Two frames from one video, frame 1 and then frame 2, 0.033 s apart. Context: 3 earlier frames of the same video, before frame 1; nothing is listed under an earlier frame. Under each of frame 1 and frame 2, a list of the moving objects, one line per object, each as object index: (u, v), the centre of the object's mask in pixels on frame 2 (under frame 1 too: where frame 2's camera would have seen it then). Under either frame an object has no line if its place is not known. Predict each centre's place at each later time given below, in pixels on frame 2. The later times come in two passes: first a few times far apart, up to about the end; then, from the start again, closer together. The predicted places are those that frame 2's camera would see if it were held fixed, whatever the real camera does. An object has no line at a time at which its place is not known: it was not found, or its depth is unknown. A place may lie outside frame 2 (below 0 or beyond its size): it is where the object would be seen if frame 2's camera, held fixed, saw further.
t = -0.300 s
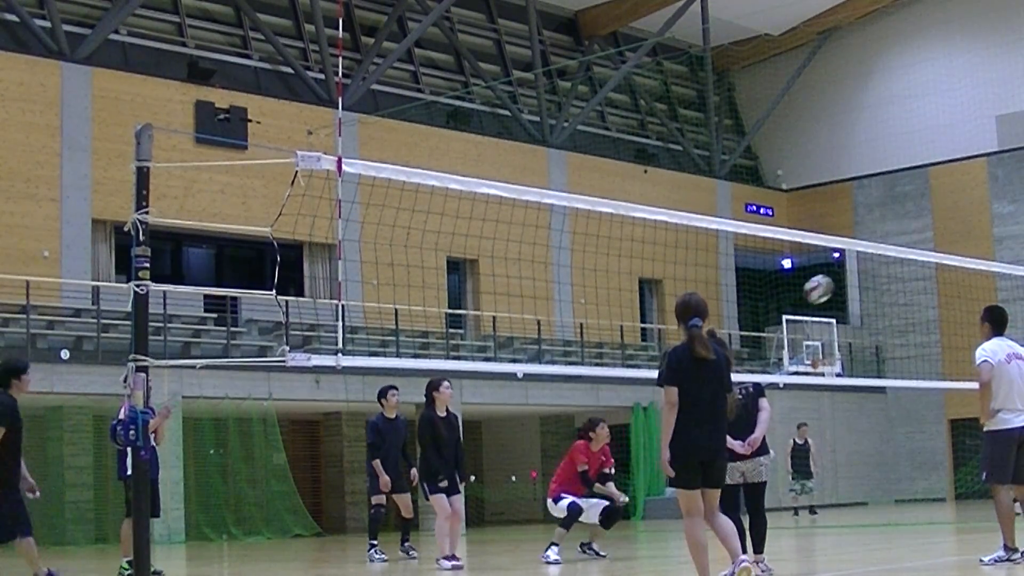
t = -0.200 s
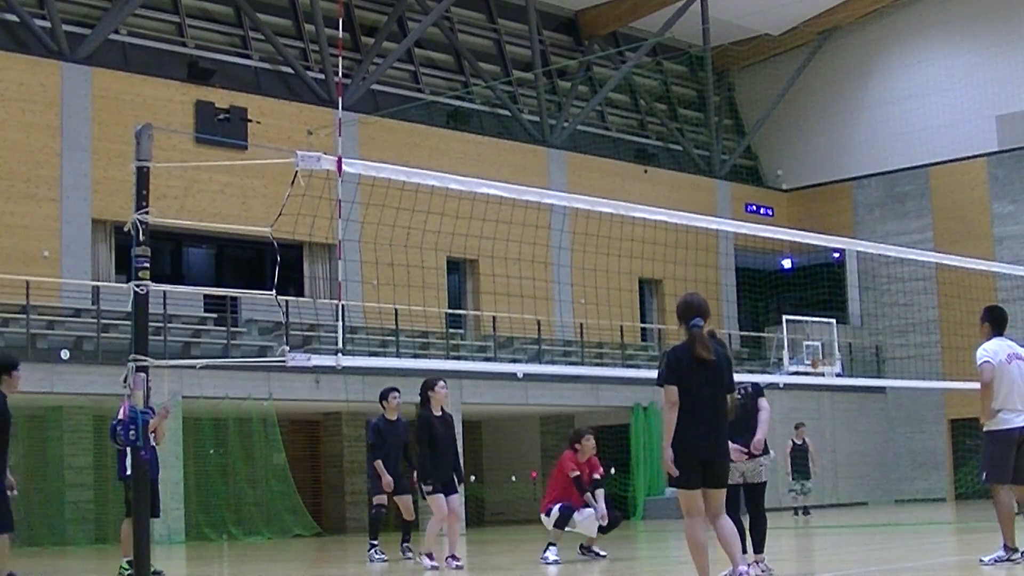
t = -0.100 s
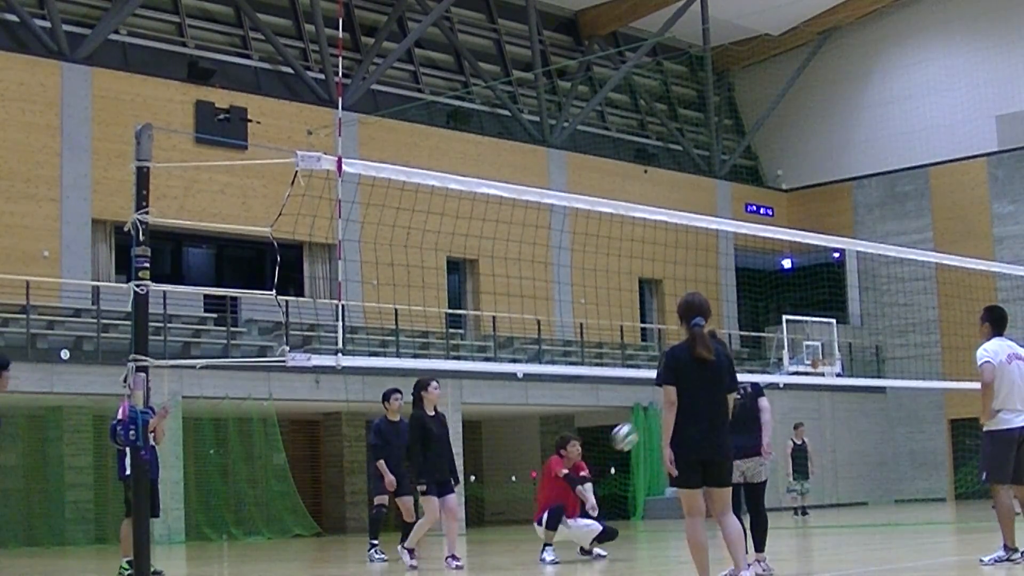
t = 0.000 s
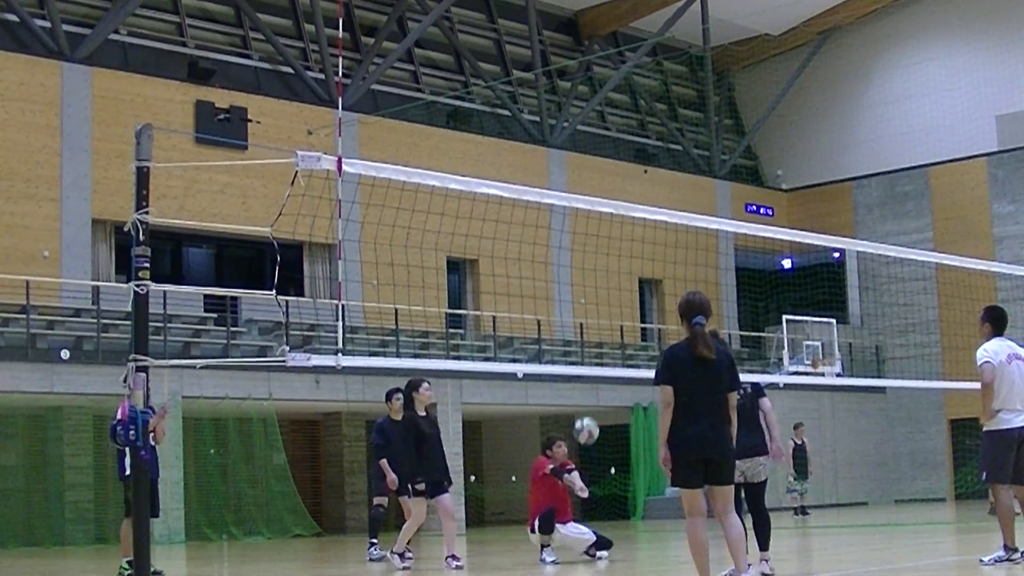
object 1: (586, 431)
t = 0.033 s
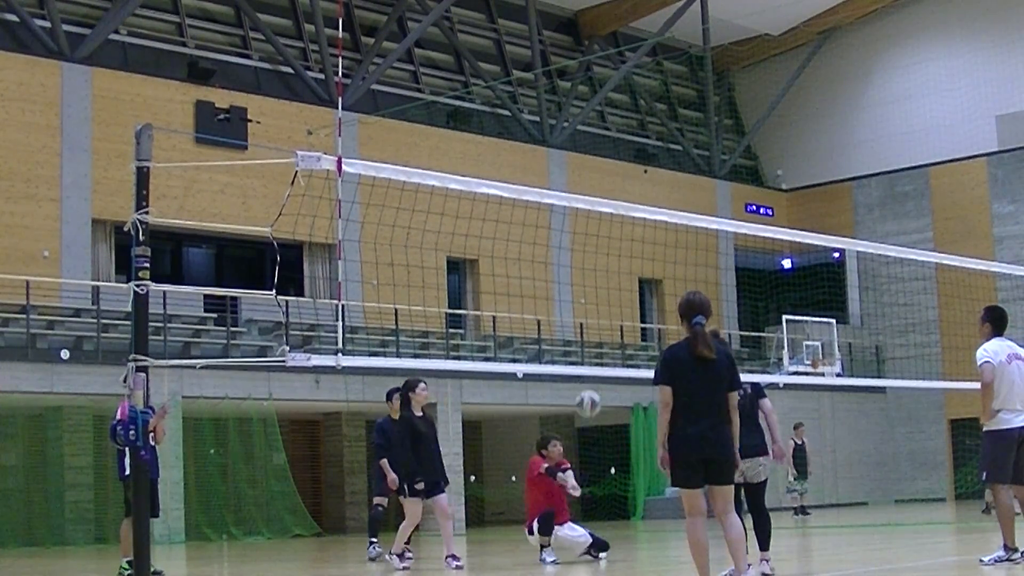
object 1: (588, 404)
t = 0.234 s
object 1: (602, 263)
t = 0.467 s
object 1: (620, 155)
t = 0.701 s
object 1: (642, 109)
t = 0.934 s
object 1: (668, 126)
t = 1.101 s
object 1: (691, 180)
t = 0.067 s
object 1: (590, 381)
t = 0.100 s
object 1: (592, 353)
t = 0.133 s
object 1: (595, 328)
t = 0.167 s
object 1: (596, 305)
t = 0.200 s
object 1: (599, 284)
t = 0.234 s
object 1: (602, 263)
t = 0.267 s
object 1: (605, 244)
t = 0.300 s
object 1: (606, 226)
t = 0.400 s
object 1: (615, 180)
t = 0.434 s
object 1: (618, 167)
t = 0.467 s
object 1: (620, 155)
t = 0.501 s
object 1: (623, 146)
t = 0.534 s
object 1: (626, 136)
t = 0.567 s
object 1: (629, 128)
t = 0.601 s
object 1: (632, 122)
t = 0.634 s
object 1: (635, 116)
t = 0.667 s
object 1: (639, 112)
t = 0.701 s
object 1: (642, 109)
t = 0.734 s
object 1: (646, 107)
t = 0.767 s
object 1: (649, 107)
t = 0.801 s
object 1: (652, 108)
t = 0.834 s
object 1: (656, 110)
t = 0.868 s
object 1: (660, 113)
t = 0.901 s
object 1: (664, 119)
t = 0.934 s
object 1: (668, 126)
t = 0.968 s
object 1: (672, 134)
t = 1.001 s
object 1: (676, 143)
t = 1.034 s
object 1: (681, 154)
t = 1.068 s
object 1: (686, 165)
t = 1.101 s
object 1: (691, 180)
